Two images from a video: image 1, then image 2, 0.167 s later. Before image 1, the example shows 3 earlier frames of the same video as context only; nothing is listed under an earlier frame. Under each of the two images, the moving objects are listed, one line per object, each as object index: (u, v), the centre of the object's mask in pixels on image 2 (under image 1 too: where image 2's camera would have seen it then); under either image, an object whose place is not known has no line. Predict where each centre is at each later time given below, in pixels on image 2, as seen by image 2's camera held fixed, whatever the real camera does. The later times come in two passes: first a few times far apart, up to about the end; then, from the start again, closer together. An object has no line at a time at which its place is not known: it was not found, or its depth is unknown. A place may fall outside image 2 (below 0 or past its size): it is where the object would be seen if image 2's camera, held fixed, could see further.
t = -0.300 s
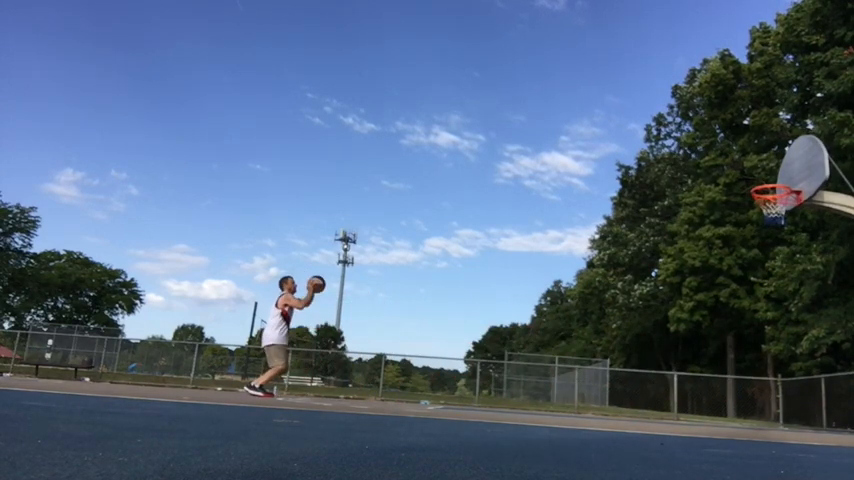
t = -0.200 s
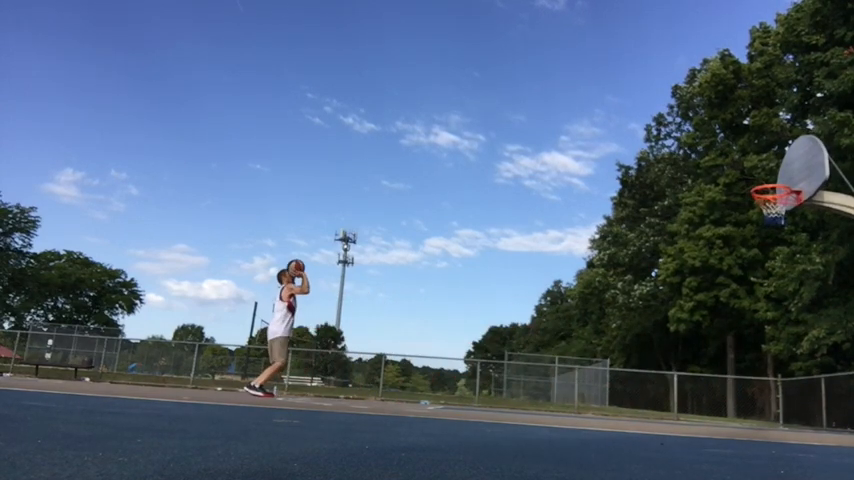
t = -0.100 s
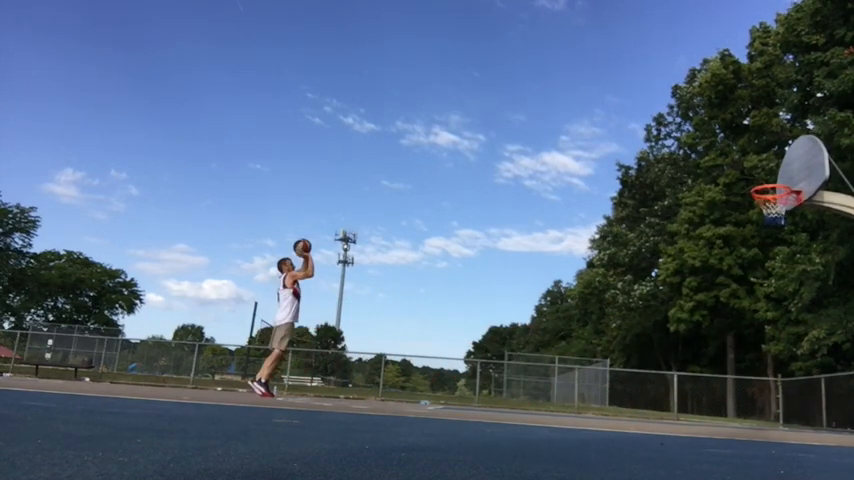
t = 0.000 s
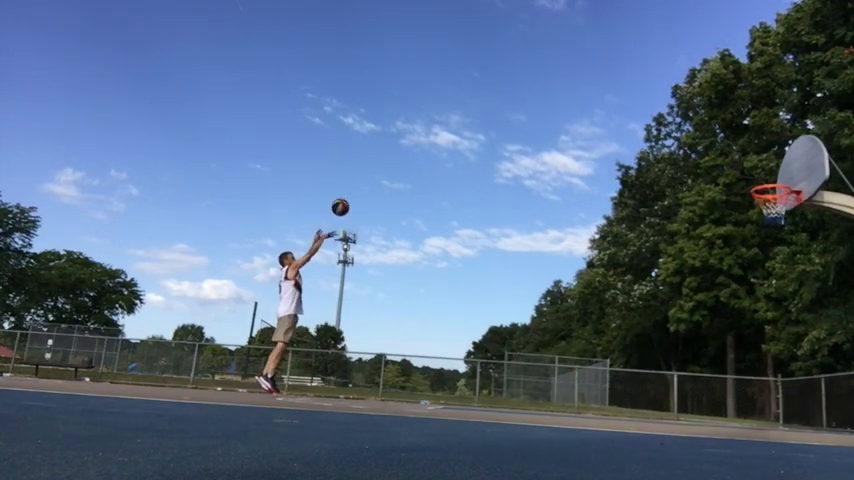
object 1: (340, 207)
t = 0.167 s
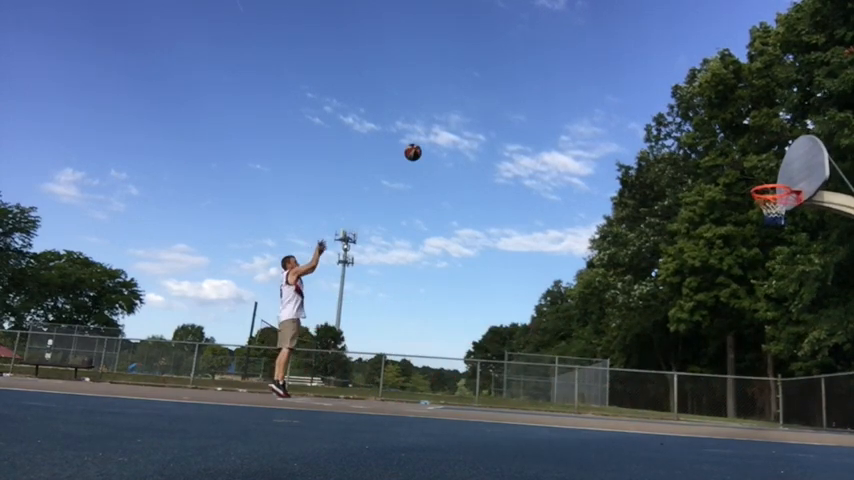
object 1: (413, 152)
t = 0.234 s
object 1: (440, 136)
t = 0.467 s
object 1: (534, 104)
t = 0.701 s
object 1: (626, 109)
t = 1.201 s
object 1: (779, 222)
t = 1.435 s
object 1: (783, 308)
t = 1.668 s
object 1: (784, 399)
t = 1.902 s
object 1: (759, 299)
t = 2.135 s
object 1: (734, 249)
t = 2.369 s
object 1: (709, 247)
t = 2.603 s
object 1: (681, 300)
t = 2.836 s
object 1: (652, 411)
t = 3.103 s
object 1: (623, 309)
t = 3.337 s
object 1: (596, 283)
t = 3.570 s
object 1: (565, 320)
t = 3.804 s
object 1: (530, 385)
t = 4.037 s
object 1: (502, 317)
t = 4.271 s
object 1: (468, 320)
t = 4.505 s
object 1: (427, 388)
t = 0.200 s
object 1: (427, 144)
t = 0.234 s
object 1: (440, 136)
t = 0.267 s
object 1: (454, 129)
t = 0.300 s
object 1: (468, 123)
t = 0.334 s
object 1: (481, 118)
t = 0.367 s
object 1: (495, 113)
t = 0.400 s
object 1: (508, 109)
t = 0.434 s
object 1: (521, 107)
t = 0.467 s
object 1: (534, 104)
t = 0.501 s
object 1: (547, 103)
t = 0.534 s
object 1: (561, 102)
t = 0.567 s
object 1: (574, 102)
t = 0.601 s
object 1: (587, 102)
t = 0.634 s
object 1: (600, 103)
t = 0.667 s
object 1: (613, 106)
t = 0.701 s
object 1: (626, 109)
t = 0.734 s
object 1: (639, 112)
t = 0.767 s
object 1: (653, 117)
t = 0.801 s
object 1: (664, 121)
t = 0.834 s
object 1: (677, 127)
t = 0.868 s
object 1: (690, 134)
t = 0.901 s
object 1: (703, 141)
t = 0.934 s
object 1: (716, 148)
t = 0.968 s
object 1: (730, 158)
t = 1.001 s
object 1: (743, 168)
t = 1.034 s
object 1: (756, 177)
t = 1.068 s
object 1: (769, 189)
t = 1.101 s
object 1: (776, 198)
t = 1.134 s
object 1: (777, 205)
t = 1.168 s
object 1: (781, 214)
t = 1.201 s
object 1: (779, 222)
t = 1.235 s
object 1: (779, 230)
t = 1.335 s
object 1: (780, 263)
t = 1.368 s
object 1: (782, 278)
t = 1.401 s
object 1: (782, 293)
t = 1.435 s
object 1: (783, 308)
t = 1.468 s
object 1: (784, 324)
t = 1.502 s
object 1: (783, 343)
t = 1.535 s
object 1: (786, 360)
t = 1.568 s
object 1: (787, 384)
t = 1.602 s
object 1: (790, 406)
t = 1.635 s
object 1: (788, 417)
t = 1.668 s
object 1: (784, 399)
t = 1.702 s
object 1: (780, 381)
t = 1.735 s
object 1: (777, 365)
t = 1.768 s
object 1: (774, 349)
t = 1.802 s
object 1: (770, 336)
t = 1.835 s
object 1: (766, 322)
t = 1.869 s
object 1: (763, 311)
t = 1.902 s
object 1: (759, 299)
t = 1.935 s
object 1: (756, 288)
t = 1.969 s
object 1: (752, 280)
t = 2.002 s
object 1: (748, 273)
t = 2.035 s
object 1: (745, 265)
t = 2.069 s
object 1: (741, 258)
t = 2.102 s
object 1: (738, 253)
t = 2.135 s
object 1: (734, 249)
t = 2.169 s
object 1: (731, 245)
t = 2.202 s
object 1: (727, 243)
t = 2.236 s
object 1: (723, 243)
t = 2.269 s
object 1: (720, 243)
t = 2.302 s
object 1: (716, 243)
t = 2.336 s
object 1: (712, 244)
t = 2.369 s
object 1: (709, 247)
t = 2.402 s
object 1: (705, 251)
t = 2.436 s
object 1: (701, 257)
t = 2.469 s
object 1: (697, 263)
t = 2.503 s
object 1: (693, 270)
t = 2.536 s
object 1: (689, 279)
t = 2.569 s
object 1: (685, 288)
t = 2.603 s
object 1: (681, 300)
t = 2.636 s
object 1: (677, 312)
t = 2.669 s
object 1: (673, 325)
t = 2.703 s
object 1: (669, 341)
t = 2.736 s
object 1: (665, 356)
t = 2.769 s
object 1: (660, 375)
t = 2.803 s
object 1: (657, 394)
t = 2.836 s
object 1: (652, 411)
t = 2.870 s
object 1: (649, 394)
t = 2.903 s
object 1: (644, 378)
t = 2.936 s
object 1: (641, 363)
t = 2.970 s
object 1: (638, 350)
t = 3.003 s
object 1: (634, 338)
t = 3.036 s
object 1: (630, 327)
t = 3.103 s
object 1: (623, 309)
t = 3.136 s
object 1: (618, 302)
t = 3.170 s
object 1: (615, 295)
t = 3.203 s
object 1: (612, 290)
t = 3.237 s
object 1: (607, 287)
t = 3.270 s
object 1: (605, 284)
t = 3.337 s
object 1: (596, 283)
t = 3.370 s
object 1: (592, 285)
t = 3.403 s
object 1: (588, 287)
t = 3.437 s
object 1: (583, 290)
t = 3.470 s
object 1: (579, 295)
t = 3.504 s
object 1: (573, 302)
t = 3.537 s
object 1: (569, 310)
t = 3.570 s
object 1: (565, 320)
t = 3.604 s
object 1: (560, 331)
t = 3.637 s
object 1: (555, 343)
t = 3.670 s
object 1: (550, 356)
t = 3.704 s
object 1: (545, 372)
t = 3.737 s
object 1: (540, 390)
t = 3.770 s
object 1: (534, 401)
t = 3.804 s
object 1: (530, 385)
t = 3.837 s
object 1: (527, 372)
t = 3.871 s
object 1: (523, 359)
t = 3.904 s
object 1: (519, 347)
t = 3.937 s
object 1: (515, 337)
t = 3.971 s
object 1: (511, 329)
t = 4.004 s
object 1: (507, 323)
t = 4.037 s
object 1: (502, 317)
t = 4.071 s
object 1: (498, 313)
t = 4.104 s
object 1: (493, 311)
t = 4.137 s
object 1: (489, 310)
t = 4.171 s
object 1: (484, 310)
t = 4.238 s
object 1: (474, 315)
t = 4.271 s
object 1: (468, 320)
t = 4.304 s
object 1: (463, 327)
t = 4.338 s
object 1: (458, 335)
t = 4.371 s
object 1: (452, 345)
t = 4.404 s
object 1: (446, 357)
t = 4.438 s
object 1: (440, 371)
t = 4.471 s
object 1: (433, 386)
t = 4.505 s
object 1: (427, 388)
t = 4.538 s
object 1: (422, 375)
